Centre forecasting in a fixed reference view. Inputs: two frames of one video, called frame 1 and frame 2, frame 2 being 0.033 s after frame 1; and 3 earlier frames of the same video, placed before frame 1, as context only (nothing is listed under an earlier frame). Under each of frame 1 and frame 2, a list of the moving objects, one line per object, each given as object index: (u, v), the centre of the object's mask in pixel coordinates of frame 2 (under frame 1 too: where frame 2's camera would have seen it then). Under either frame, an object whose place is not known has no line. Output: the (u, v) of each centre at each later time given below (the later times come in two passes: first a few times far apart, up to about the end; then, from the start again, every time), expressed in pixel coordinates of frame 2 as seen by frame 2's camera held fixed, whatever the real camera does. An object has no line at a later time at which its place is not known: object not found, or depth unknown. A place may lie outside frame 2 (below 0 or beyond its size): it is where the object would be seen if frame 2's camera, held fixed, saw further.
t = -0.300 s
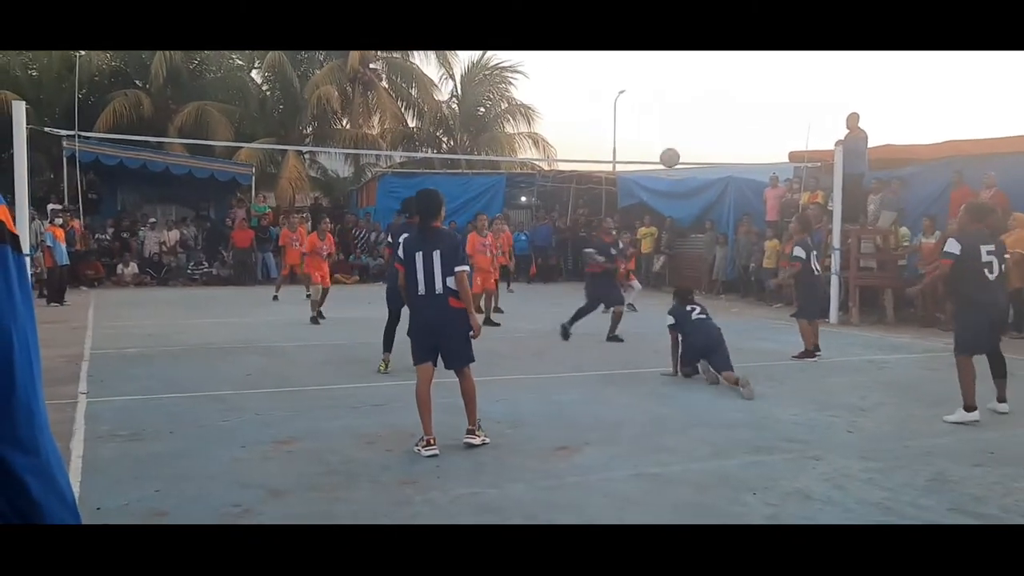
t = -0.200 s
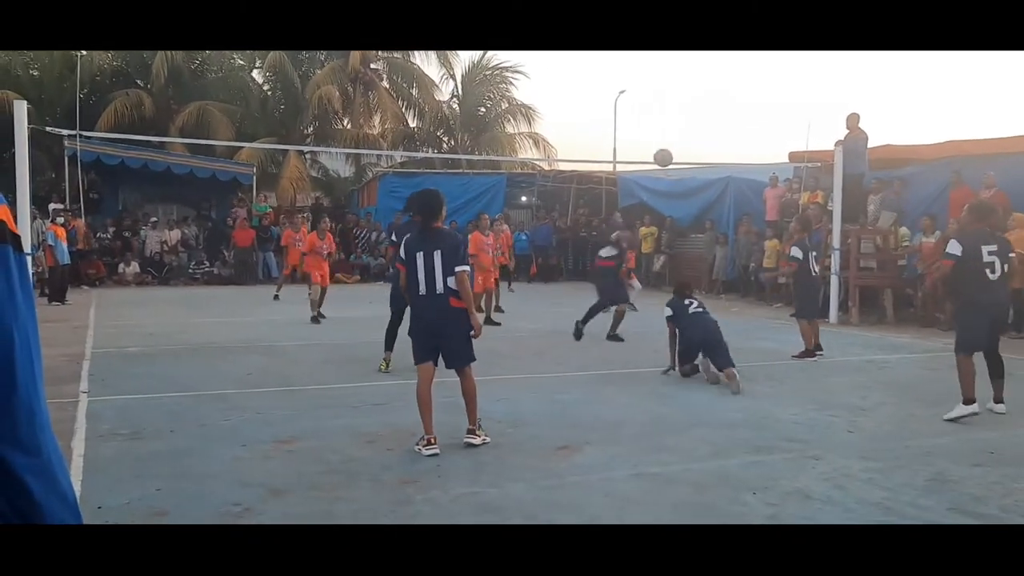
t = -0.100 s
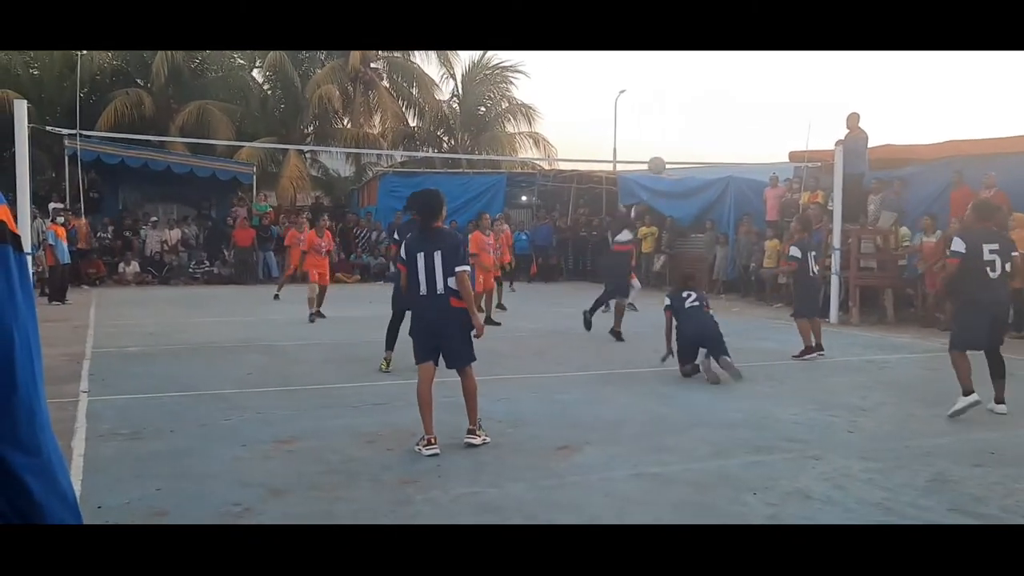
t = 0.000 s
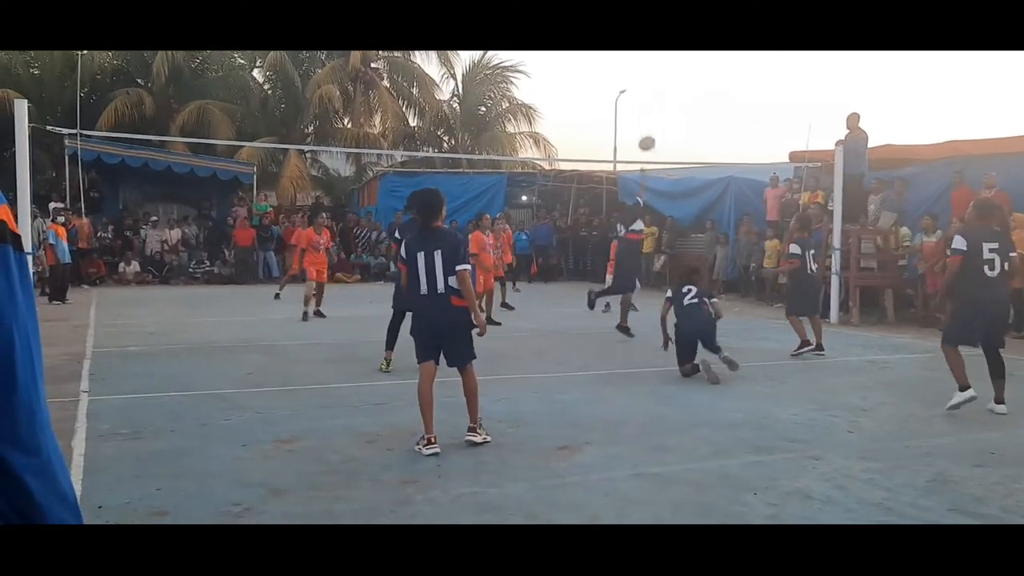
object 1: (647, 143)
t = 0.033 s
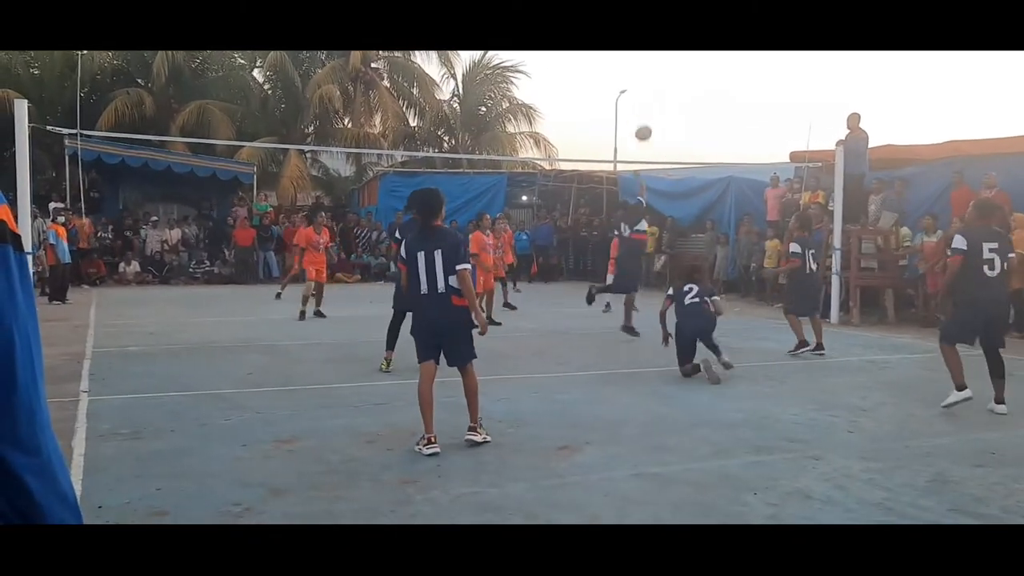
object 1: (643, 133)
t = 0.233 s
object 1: (622, 95)
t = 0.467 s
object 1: (602, 93)
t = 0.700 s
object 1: (584, 128)
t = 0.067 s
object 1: (640, 124)
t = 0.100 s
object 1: (636, 116)
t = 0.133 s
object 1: (632, 109)
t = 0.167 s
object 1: (629, 103)
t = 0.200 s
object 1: (625, 98)
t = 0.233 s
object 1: (622, 95)
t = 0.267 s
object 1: (619, 93)
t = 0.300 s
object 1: (616, 91)
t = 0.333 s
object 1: (613, 89)
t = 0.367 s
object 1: (610, 89)
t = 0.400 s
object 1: (607, 90)
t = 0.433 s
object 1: (604, 91)
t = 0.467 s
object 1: (602, 93)
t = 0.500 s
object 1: (599, 96)
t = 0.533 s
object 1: (596, 100)
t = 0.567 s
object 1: (594, 104)
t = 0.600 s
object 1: (591, 109)
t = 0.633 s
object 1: (589, 115)
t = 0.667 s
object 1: (587, 121)
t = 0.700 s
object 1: (584, 128)
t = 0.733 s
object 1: (582, 135)
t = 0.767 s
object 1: (580, 143)
